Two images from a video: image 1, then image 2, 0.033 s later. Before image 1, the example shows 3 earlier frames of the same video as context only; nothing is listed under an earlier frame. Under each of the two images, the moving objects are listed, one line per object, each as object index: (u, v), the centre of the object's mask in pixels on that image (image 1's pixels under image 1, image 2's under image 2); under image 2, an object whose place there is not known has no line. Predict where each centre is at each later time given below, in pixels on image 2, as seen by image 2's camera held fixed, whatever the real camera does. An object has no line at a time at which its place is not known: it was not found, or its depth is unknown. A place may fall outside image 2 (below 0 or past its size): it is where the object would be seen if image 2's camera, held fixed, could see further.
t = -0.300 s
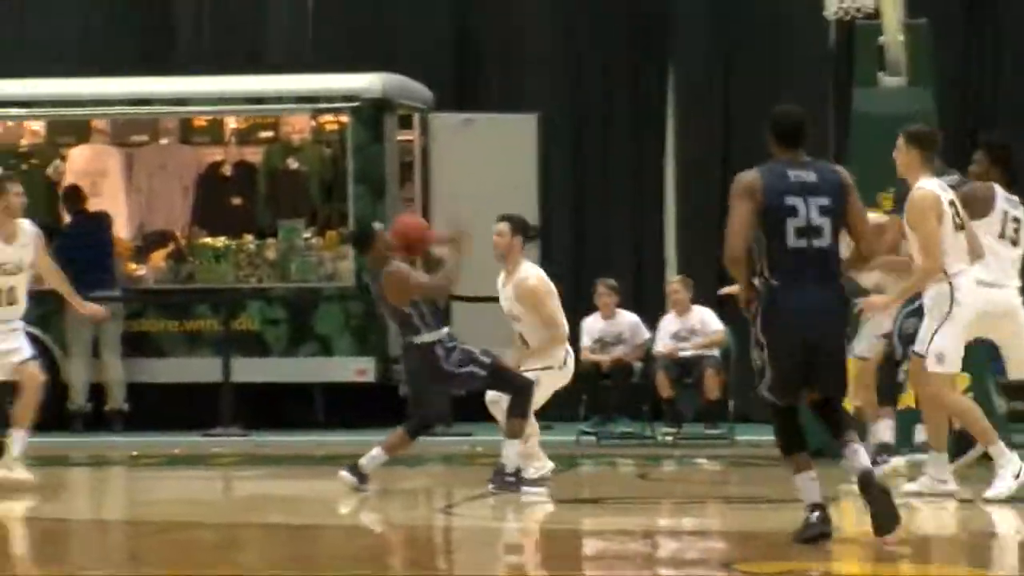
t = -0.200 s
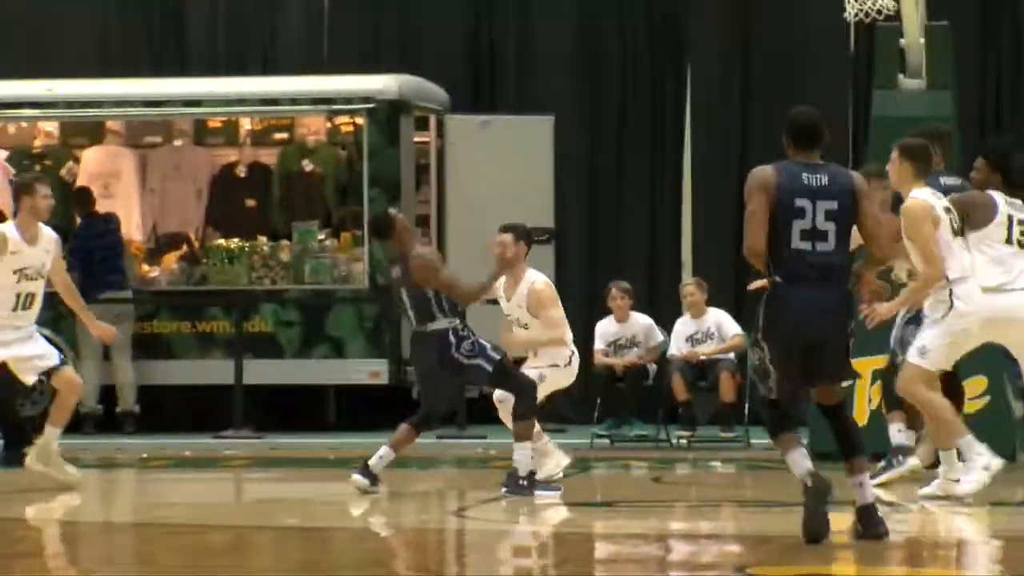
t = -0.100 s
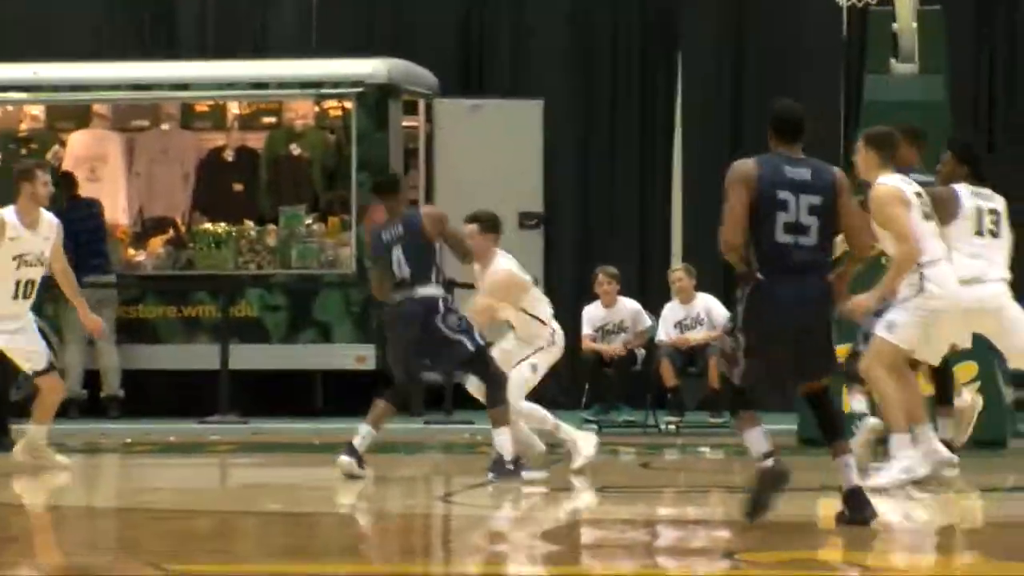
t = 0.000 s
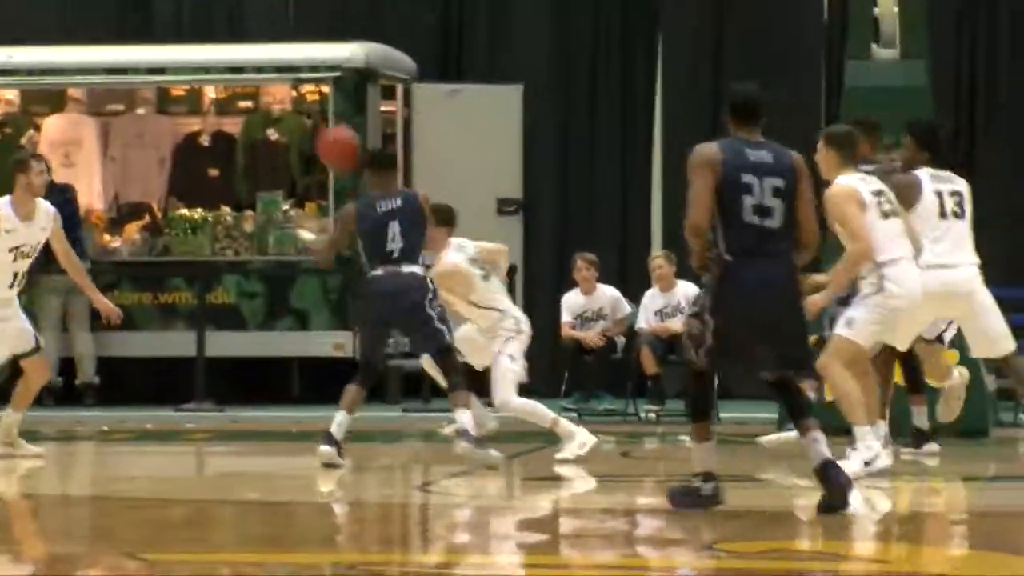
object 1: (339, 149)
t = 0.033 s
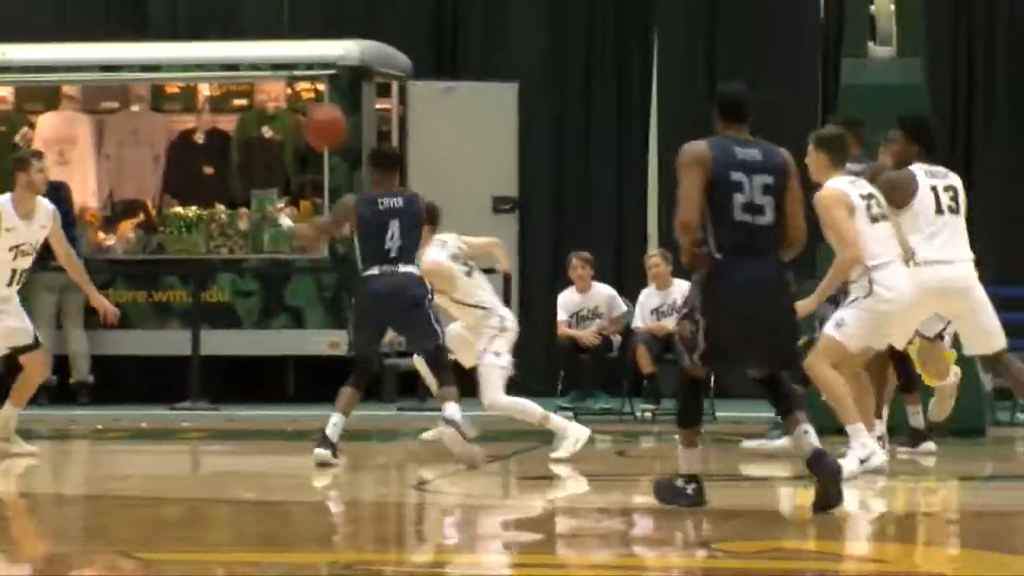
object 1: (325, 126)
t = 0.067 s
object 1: (314, 111)
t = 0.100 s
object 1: (307, 96)
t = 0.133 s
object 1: (298, 85)
